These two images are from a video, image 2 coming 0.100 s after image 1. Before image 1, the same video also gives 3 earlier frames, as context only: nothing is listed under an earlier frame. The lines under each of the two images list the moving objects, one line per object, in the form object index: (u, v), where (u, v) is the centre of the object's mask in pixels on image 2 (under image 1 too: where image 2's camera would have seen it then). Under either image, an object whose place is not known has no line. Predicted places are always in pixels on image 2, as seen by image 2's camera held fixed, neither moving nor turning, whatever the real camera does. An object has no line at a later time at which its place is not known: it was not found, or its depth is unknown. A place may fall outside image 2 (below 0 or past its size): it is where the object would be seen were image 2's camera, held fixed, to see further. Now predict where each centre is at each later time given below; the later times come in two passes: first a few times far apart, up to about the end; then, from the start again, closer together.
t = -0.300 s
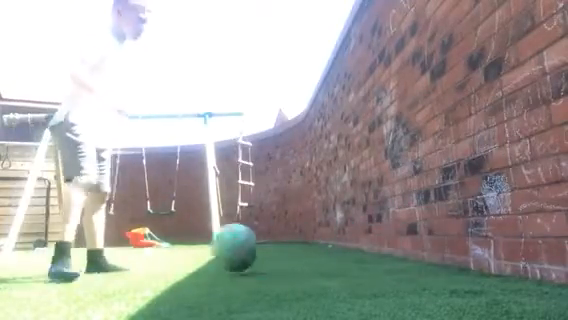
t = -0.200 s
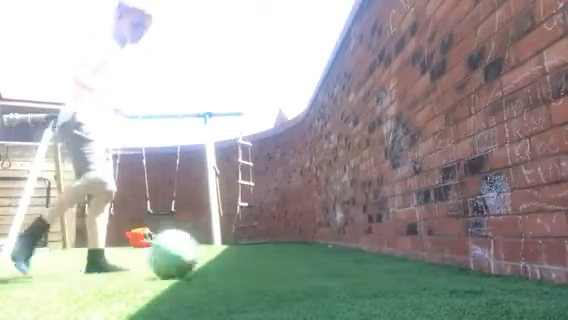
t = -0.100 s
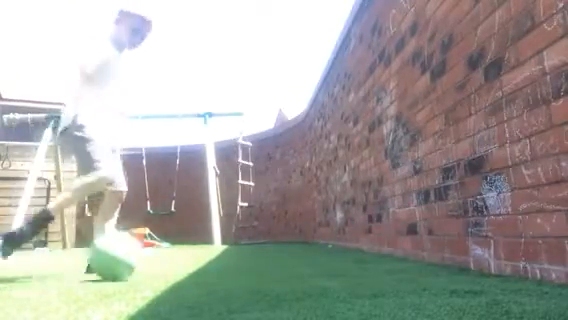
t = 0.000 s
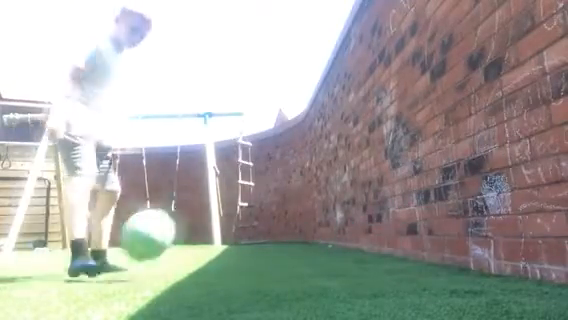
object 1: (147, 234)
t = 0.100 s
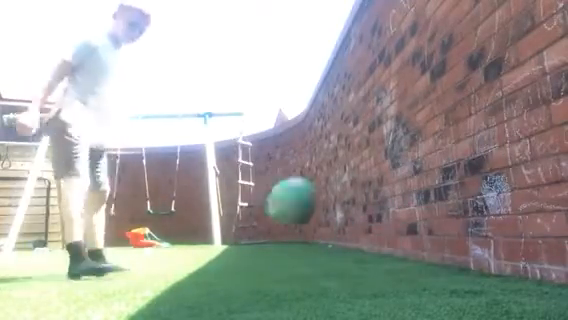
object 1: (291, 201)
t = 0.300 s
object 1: (376, 242)
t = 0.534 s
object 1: (212, 194)
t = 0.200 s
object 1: (440, 193)
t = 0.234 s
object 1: (438, 202)
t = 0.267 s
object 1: (409, 221)
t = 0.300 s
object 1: (376, 242)
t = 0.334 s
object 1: (347, 249)
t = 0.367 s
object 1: (324, 232)
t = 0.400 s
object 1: (302, 218)
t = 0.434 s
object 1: (278, 207)
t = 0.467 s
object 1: (257, 198)
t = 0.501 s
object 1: (233, 195)
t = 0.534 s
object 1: (212, 194)
